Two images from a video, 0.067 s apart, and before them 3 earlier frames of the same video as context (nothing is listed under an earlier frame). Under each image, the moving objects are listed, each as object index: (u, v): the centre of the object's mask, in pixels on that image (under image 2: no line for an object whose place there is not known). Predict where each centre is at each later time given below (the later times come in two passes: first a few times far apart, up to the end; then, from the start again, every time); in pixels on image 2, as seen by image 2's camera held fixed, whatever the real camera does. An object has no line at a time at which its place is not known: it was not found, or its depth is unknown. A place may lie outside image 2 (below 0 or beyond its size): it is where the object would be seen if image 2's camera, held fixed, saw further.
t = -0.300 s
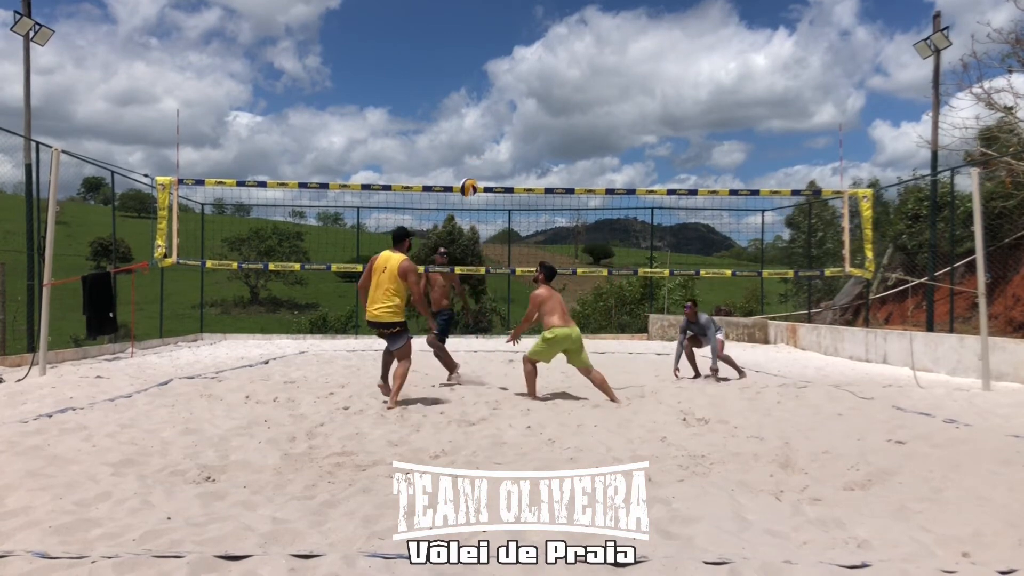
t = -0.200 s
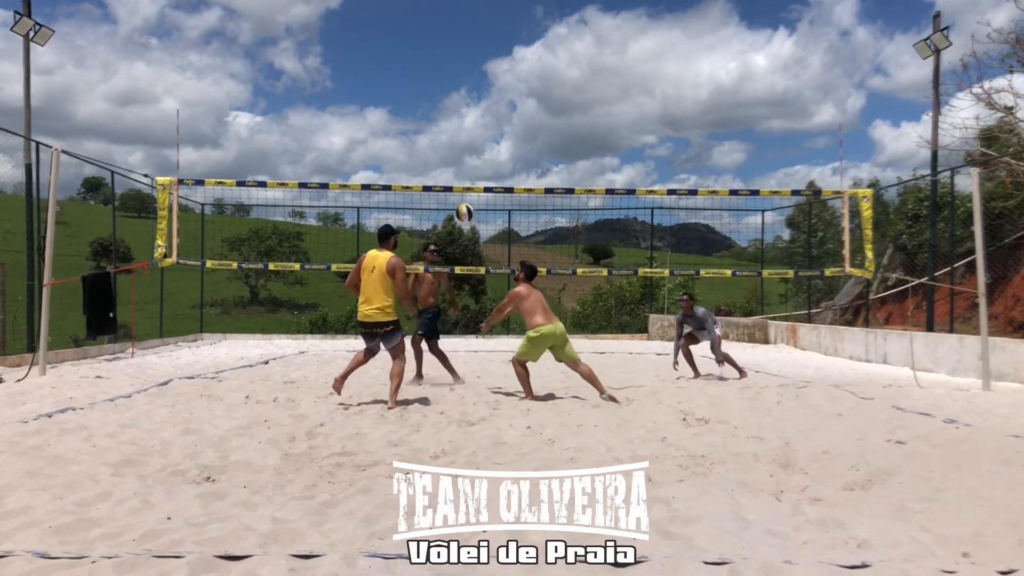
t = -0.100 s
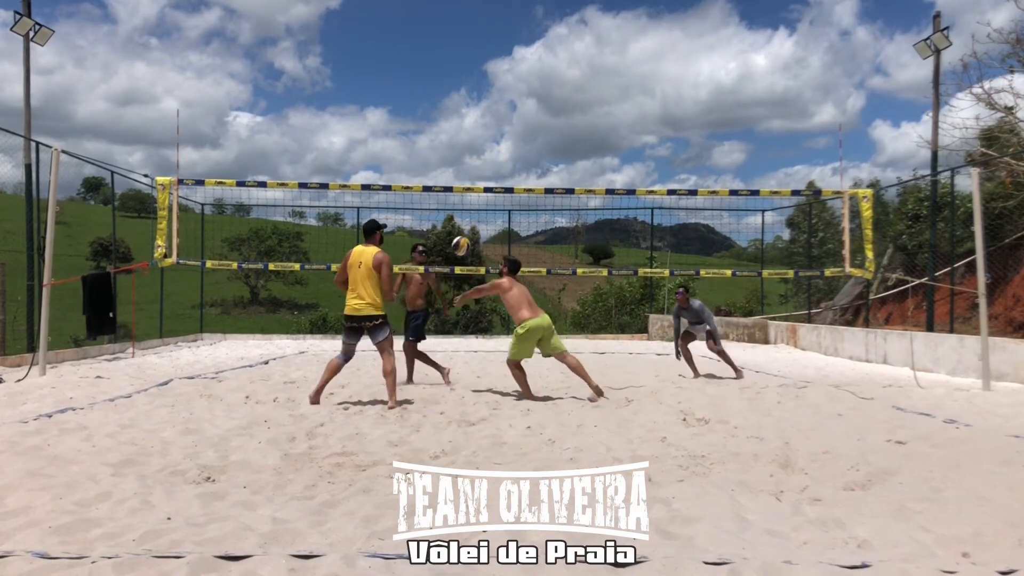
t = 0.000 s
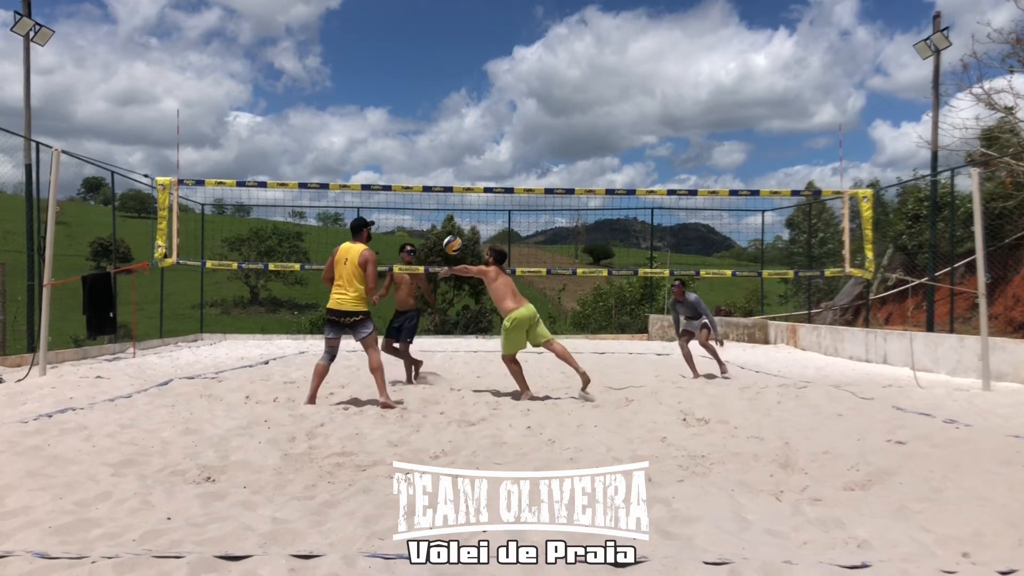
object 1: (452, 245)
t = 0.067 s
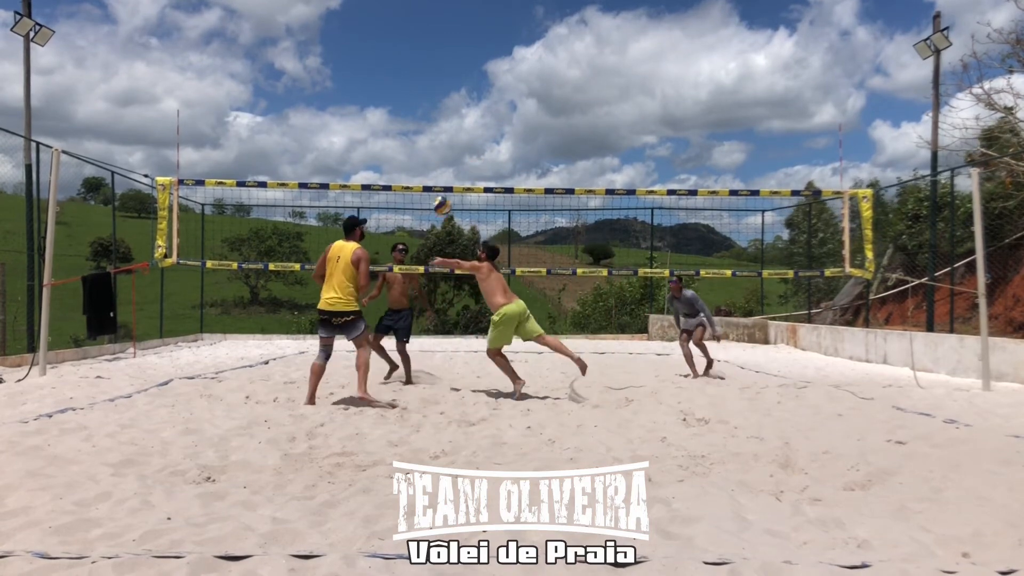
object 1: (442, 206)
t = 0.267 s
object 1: (412, 110)
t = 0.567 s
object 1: (368, 30)
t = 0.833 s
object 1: (330, 26)
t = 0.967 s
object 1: (311, 46)
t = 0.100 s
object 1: (436, 188)
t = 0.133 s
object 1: (432, 170)
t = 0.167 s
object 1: (426, 154)
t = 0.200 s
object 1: (422, 138)
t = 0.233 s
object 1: (416, 123)
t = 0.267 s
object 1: (412, 110)
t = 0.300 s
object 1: (406, 97)
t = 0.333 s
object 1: (402, 86)
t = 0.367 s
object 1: (397, 75)
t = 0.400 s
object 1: (392, 65)
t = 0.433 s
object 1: (387, 56)
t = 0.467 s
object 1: (382, 48)
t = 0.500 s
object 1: (378, 41)
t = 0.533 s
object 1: (373, 35)
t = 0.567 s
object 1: (368, 30)
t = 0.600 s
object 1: (364, 26)
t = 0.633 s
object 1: (359, 23)
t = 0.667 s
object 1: (354, 21)
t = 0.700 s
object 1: (349, 20)
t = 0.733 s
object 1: (344, 21)
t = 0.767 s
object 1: (340, 21)
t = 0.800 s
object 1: (335, 23)
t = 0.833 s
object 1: (330, 26)
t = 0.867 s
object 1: (325, 29)
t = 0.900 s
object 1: (320, 34)
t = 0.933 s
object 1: (316, 40)
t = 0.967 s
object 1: (311, 46)
